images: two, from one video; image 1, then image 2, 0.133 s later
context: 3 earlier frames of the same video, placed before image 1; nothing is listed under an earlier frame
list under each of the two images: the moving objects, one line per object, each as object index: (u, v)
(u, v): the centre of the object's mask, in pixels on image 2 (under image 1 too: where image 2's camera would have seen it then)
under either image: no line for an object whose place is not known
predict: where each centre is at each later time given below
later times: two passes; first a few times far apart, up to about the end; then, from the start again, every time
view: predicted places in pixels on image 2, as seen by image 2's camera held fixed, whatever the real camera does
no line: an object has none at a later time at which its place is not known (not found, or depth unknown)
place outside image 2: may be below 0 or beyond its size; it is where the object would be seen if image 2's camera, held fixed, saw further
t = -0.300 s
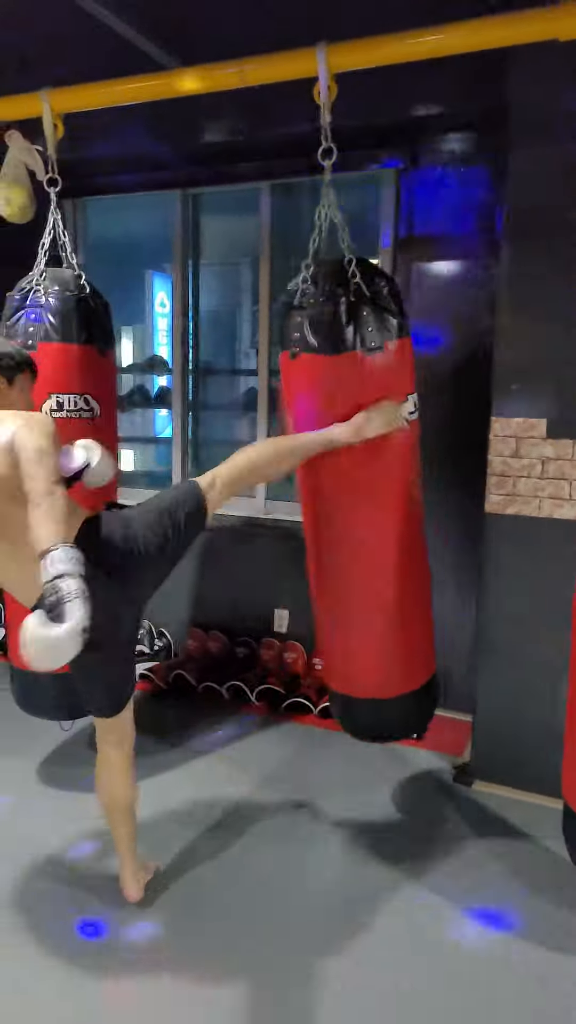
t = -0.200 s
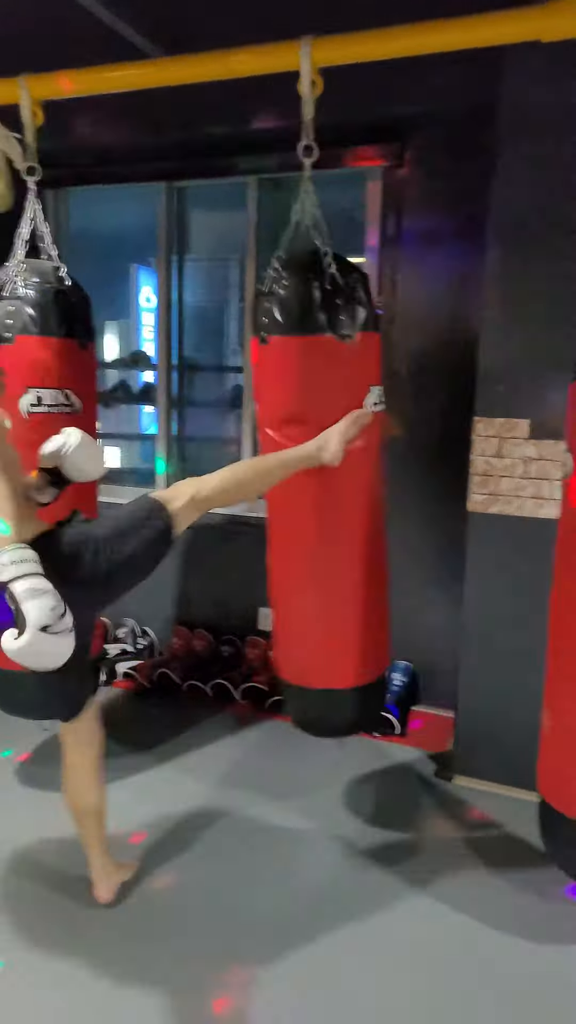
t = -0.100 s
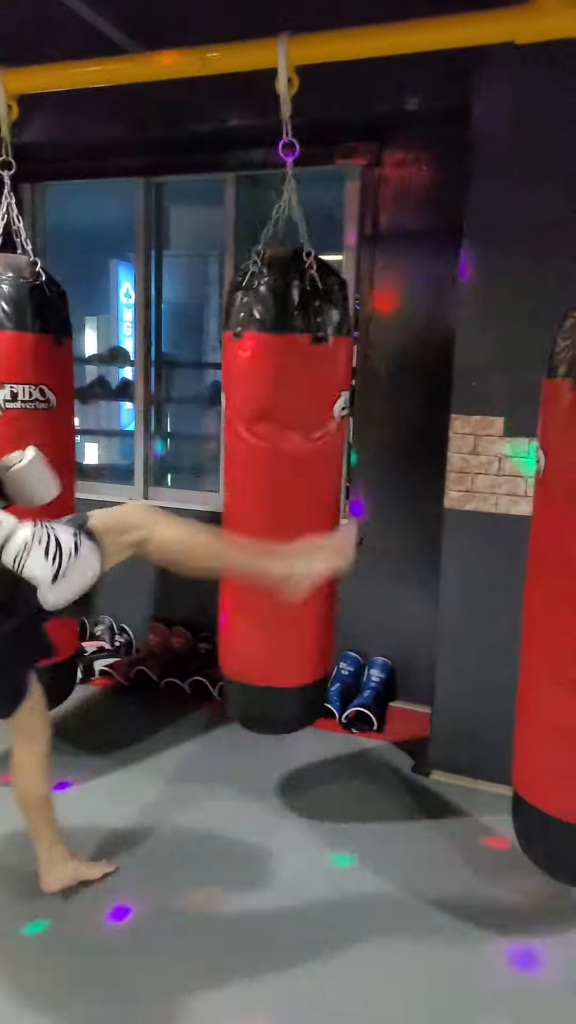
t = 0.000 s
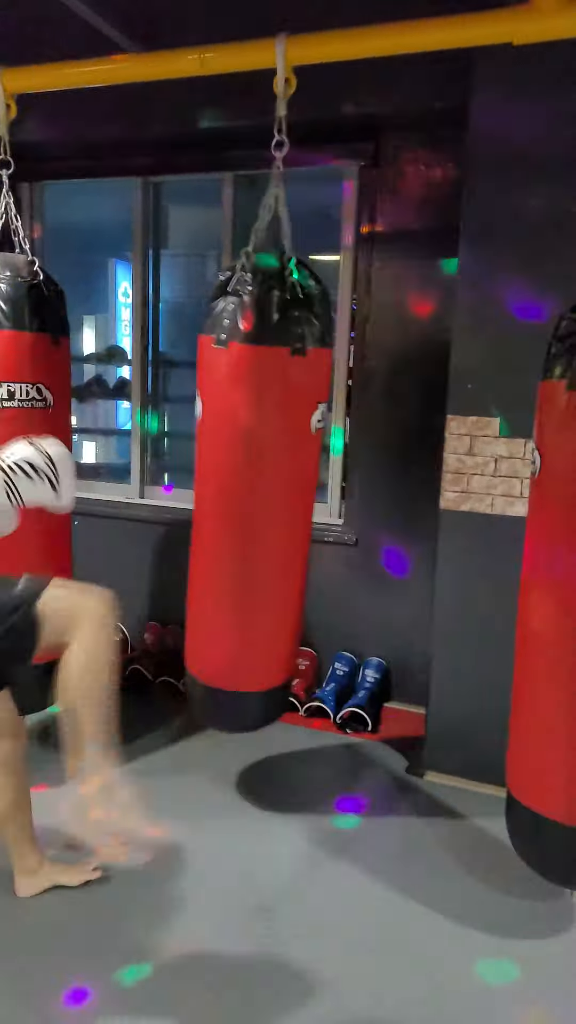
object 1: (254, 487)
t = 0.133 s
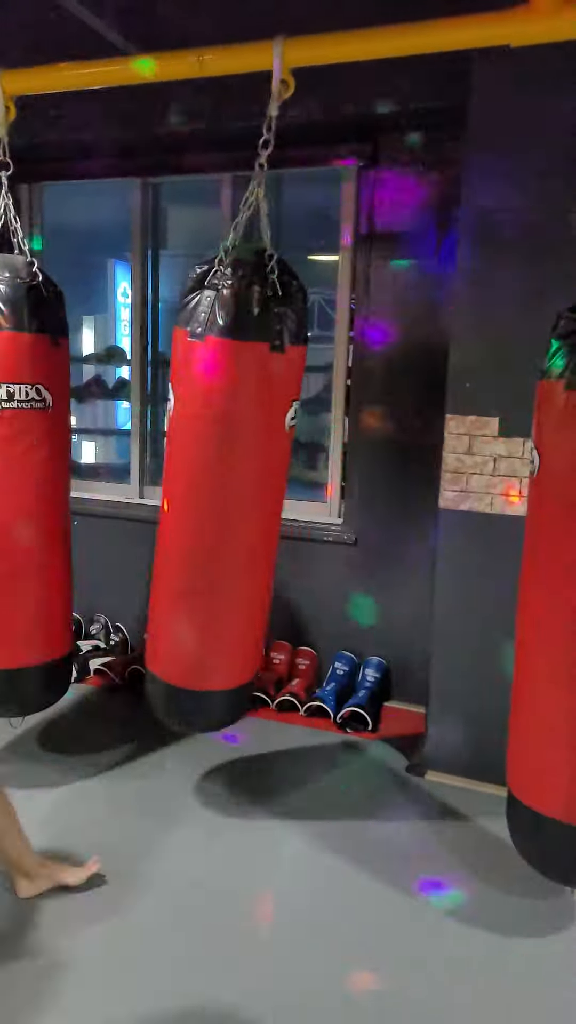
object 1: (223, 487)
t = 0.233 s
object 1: (204, 492)
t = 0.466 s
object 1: (172, 488)
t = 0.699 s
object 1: (171, 498)
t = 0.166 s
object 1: (217, 491)
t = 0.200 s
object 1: (210, 493)
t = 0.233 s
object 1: (204, 492)
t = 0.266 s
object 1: (199, 490)
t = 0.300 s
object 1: (195, 490)
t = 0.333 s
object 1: (189, 491)
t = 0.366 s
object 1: (184, 491)
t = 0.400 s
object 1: (178, 489)
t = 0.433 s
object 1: (175, 488)
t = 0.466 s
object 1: (172, 488)
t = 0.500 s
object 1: (170, 489)
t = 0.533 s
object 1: (168, 492)
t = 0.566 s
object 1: (167, 495)
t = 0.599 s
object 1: (167, 495)
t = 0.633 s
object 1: (168, 496)
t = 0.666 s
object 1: (169, 498)
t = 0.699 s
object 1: (171, 498)
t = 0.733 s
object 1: (173, 499)
